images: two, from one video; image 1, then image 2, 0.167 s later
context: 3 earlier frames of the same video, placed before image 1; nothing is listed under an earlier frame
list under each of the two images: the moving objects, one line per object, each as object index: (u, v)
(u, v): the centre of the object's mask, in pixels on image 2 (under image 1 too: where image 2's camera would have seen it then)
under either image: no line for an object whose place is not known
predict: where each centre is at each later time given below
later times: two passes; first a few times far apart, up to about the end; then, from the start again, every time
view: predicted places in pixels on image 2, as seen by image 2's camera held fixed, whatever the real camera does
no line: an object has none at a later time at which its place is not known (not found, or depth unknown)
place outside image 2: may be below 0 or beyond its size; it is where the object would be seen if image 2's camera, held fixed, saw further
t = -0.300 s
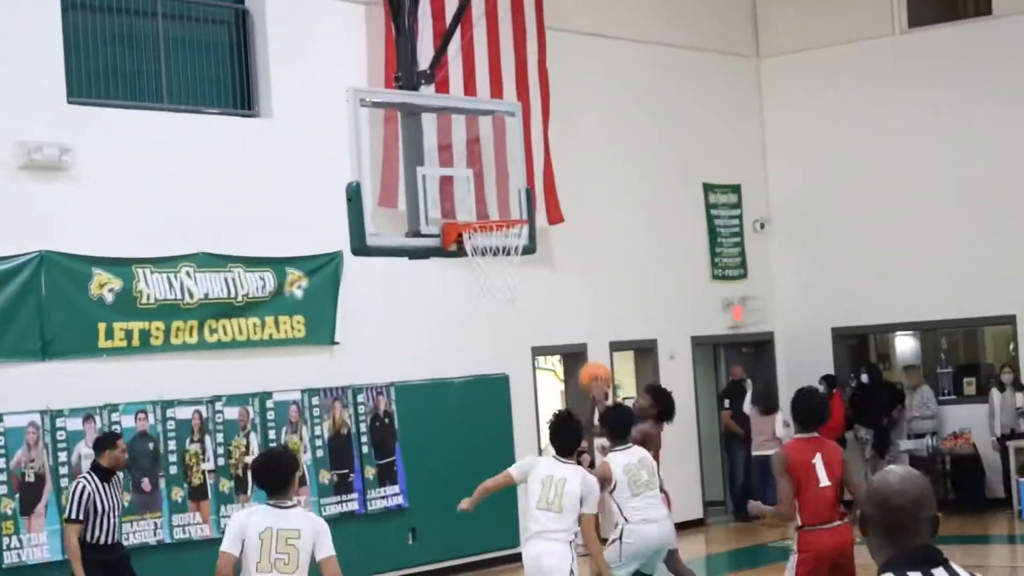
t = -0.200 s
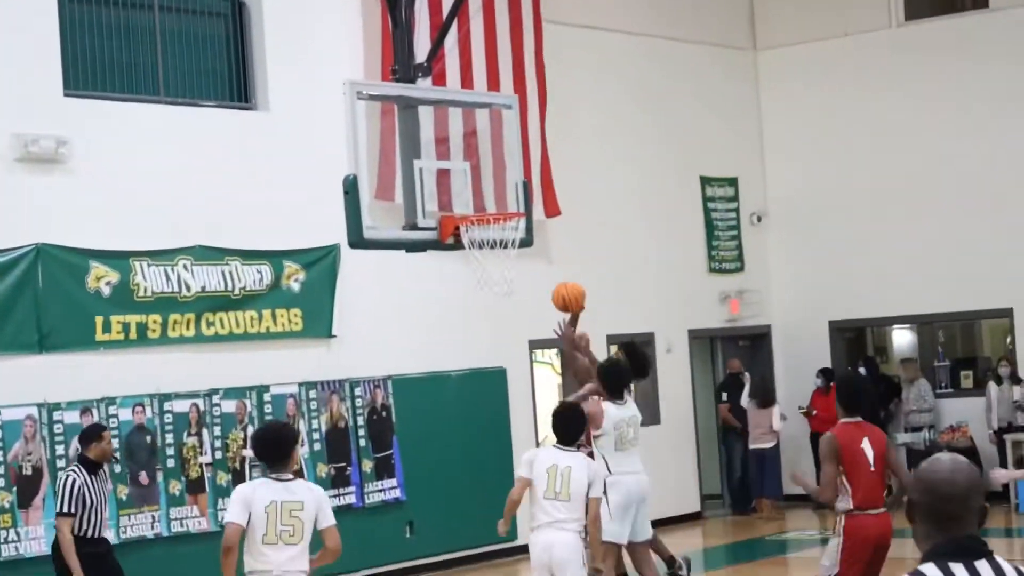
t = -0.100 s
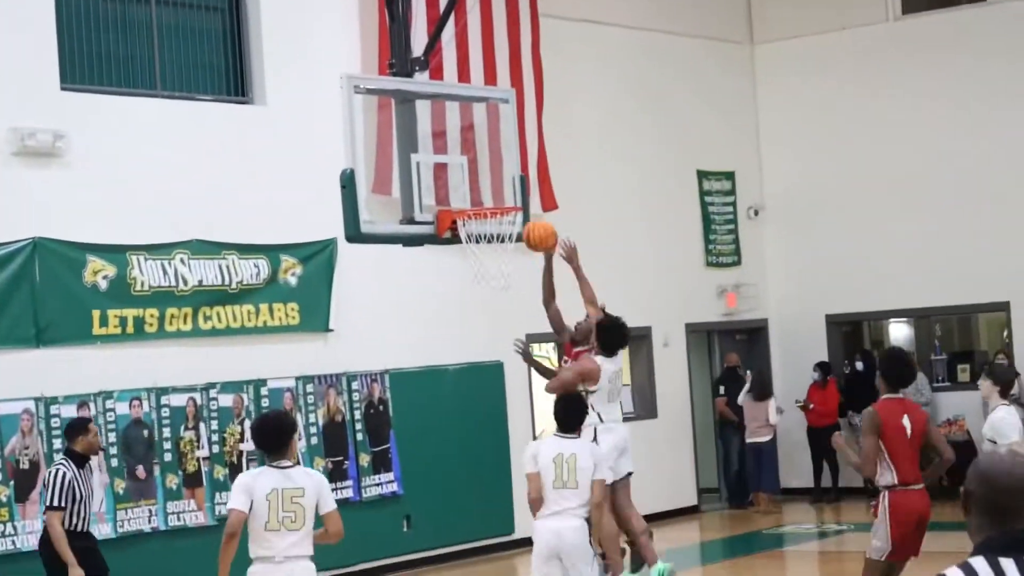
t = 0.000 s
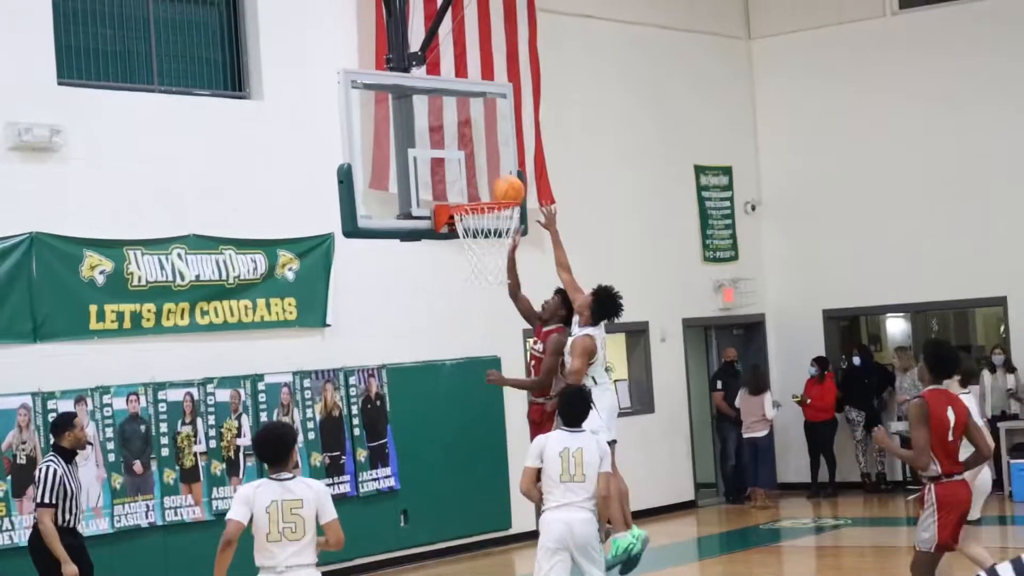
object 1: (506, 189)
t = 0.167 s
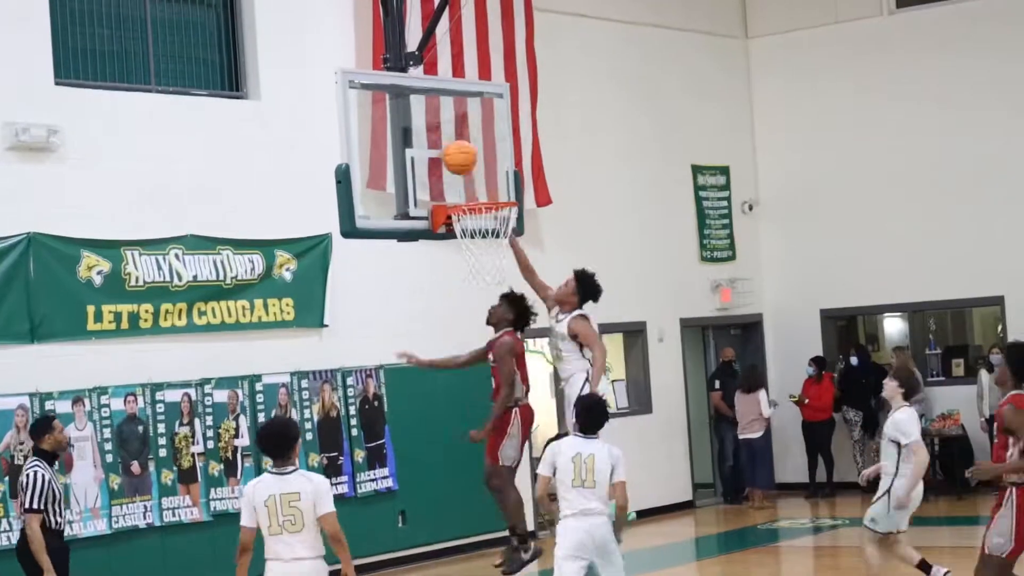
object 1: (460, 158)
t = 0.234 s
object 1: (456, 157)
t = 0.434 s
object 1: (443, 190)
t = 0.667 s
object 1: (401, 193)
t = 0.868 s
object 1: (394, 237)
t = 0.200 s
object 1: (458, 156)
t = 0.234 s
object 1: (456, 157)
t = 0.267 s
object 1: (453, 159)
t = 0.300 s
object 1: (452, 162)
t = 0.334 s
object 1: (449, 167)
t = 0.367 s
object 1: (446, 174)
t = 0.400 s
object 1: (444, 183)
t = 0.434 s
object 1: (443, 190)
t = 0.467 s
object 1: (437, 186)
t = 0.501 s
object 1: (431, 183)
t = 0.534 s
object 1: (425, 182)
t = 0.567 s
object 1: (419, 182)
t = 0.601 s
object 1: (413, 184)
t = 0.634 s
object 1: (407, 188)
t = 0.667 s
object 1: (401, 193)
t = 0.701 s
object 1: (399, 196)
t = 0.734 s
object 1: (397, 201)
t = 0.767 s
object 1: (396, 208)
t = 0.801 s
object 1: (395, 216)
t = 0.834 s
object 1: (395, 226)
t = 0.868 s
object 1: (394, 237)
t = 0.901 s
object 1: (394, 252)
